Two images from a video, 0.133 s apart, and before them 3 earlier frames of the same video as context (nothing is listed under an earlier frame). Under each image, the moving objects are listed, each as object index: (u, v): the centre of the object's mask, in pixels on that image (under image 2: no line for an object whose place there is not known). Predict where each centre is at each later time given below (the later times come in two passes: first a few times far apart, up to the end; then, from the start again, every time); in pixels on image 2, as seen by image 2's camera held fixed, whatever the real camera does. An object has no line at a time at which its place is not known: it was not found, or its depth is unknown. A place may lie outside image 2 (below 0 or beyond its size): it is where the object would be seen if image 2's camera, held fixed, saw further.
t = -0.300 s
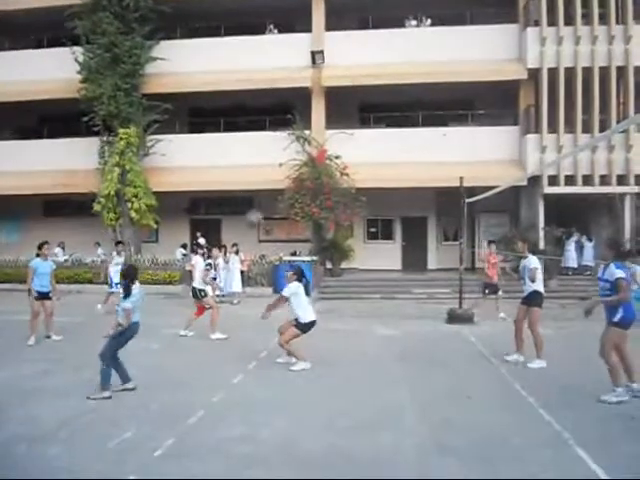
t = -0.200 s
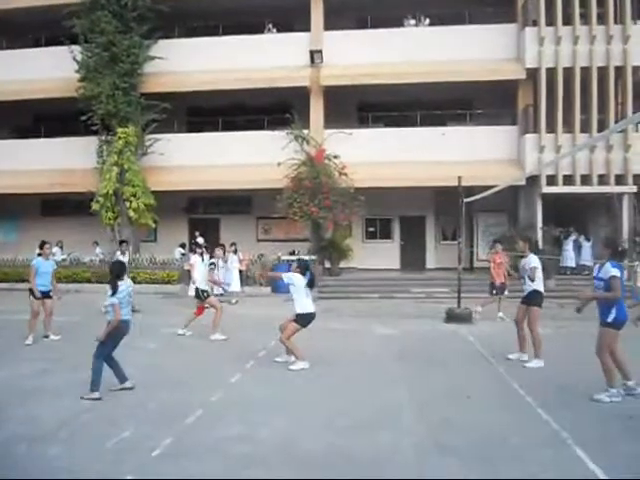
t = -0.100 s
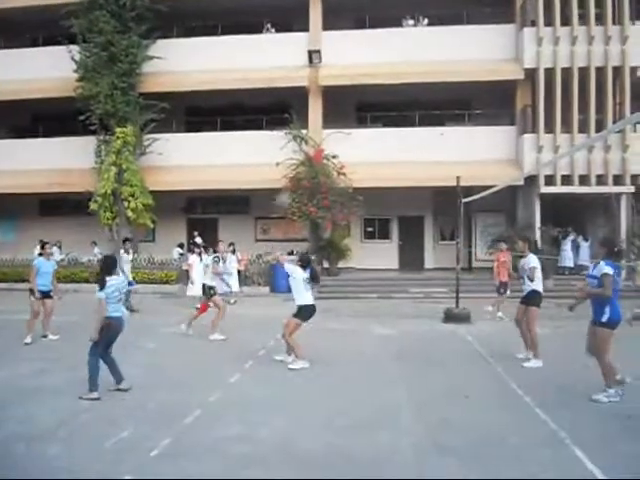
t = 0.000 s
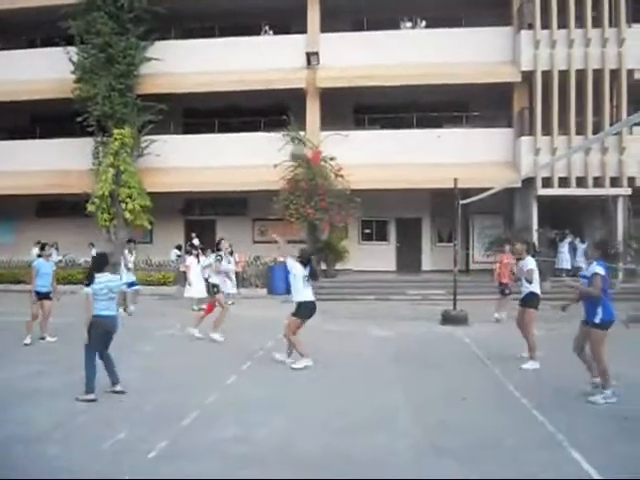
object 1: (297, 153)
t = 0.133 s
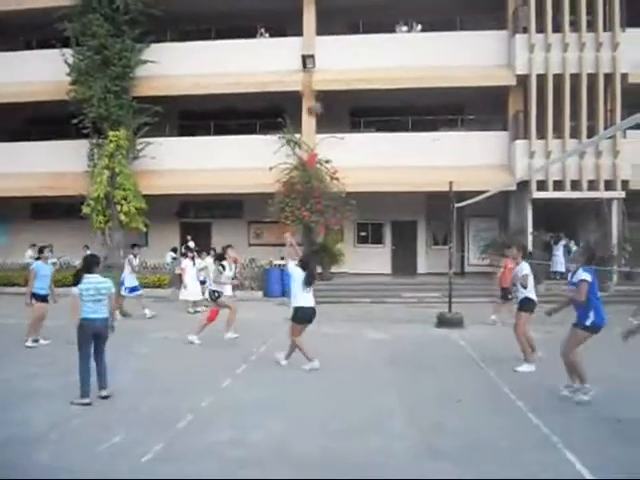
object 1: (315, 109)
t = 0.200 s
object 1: (324, 91)
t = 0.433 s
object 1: (354, 58)
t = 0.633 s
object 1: (377, 60)
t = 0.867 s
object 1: (402, 90)
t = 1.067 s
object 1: (418, 140)
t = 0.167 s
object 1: (320, 98)
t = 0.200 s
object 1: (324, 91)
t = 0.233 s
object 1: (328, 84)
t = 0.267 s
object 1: (332, 77)
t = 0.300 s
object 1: (337, 71)
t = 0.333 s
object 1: (341, 67)
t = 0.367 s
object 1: (346, 63)
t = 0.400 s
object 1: (350, 60)
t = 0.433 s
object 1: (354, 58)
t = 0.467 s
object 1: (358, 56)
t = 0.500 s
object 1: (362, 55)
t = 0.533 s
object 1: (366, 55)
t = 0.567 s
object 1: (369, 56)
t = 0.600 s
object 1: (373, 58)
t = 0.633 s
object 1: (377, 60)
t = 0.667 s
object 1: (380, 62)
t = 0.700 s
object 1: (384, 65)
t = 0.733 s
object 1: (387, 69)
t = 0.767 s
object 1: (390, 74)
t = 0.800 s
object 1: (394, 78)
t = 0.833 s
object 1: (397, 83)
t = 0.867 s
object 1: (402, 90)
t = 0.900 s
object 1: (404, 96)
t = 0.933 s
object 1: (407, 103)
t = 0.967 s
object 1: (411, 111)
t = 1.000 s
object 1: (413, 121)
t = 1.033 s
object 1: (415, 129)
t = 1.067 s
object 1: (418, 140)
